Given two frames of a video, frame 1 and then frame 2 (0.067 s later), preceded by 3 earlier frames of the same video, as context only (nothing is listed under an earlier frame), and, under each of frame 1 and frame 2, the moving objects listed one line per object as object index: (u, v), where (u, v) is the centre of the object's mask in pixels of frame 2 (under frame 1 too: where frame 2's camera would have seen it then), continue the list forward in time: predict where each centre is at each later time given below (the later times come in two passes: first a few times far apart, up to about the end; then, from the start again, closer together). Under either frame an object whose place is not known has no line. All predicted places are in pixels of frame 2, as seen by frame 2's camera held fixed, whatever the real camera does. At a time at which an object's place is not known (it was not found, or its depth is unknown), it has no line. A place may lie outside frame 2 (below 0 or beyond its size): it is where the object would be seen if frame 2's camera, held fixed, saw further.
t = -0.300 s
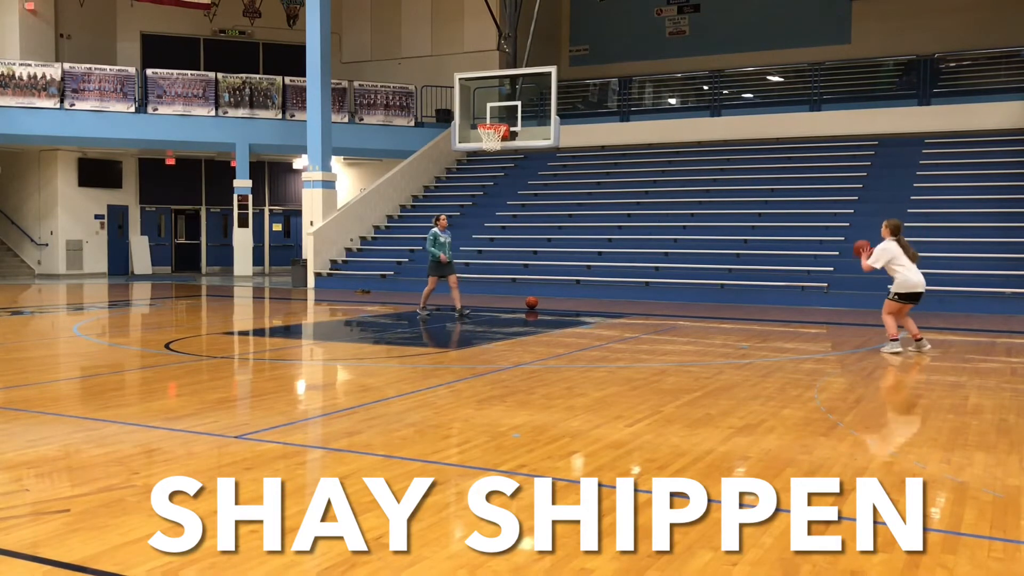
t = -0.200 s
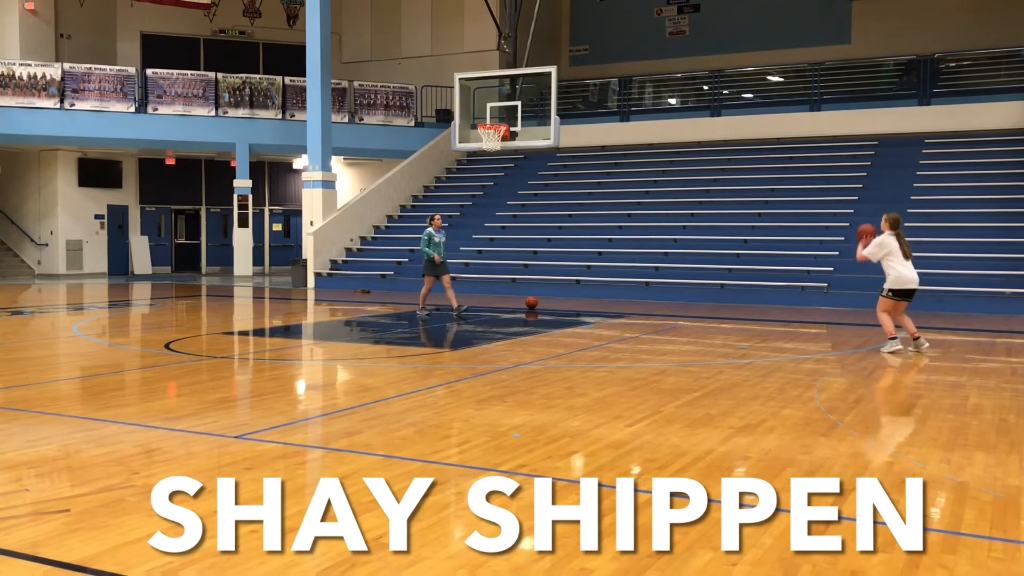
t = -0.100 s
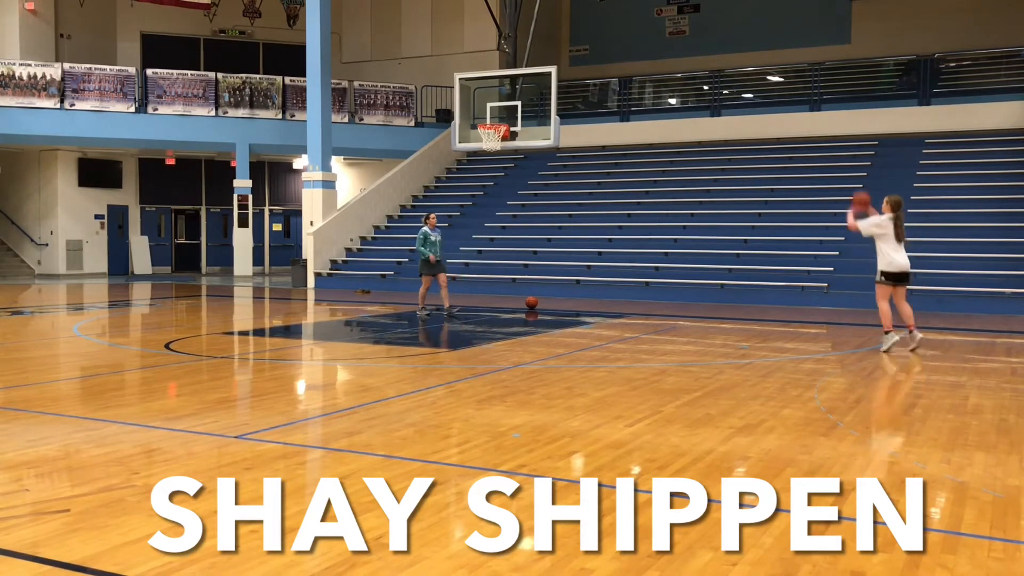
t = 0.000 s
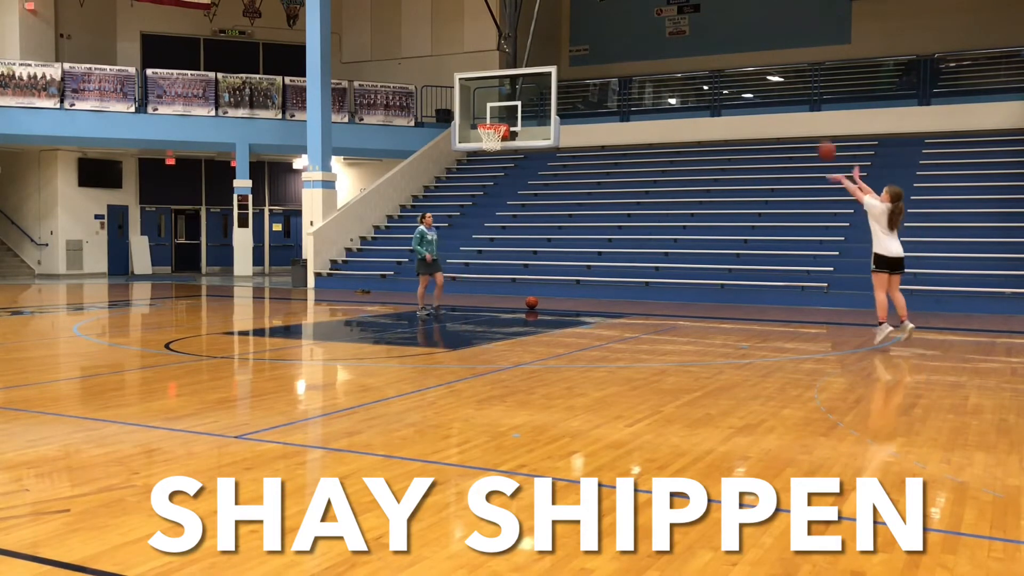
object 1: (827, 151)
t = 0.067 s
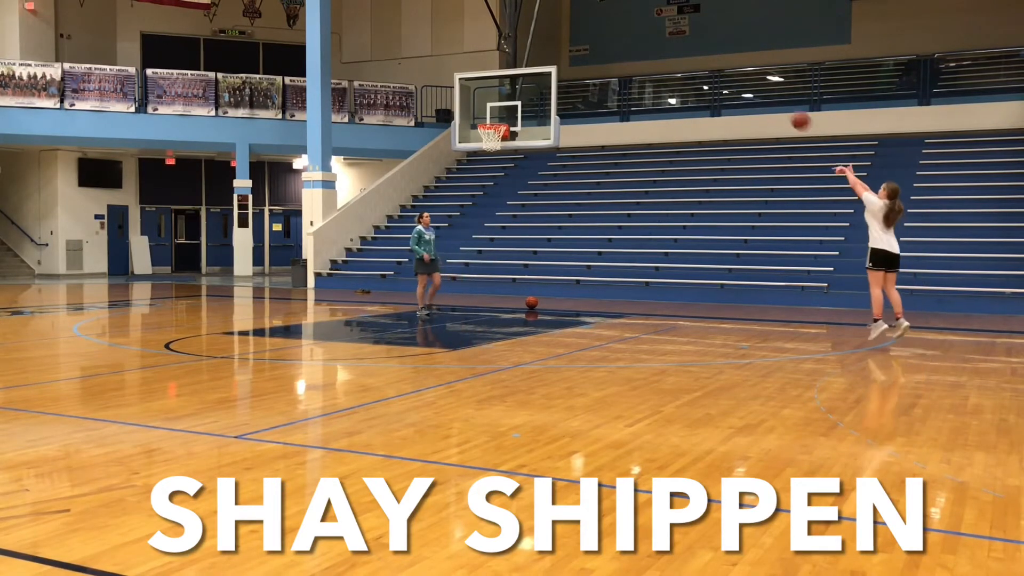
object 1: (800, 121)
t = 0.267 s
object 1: (728, 56)
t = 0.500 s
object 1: (654, 24)
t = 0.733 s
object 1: (588, 34)
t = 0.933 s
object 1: (537, 69)
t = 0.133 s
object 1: (776, 94)
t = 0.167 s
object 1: (763, 84)
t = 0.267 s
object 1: (728, 56)
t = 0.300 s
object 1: (718, 48)
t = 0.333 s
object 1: (706, 42)
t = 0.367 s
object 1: (696, 37)
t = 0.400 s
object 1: (685, 33)
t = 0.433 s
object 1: (674, 29)
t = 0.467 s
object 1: (664, 26)
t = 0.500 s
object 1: (654, 24)
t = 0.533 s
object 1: (644, 23)
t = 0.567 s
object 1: (634, 23)
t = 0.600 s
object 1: (624, 24)
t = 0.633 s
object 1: (615, 25)
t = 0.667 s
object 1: (606, 27)
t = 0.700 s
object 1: (597, 30)
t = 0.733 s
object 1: (588, 34)
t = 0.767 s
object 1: (579, 38)
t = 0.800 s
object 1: (571, 42)
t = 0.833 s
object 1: (562, 48)
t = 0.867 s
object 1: (553, 54)
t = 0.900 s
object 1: (545, 61)
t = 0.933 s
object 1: (537, 69)
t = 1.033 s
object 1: (513, 95)
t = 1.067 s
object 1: (506, 105)
